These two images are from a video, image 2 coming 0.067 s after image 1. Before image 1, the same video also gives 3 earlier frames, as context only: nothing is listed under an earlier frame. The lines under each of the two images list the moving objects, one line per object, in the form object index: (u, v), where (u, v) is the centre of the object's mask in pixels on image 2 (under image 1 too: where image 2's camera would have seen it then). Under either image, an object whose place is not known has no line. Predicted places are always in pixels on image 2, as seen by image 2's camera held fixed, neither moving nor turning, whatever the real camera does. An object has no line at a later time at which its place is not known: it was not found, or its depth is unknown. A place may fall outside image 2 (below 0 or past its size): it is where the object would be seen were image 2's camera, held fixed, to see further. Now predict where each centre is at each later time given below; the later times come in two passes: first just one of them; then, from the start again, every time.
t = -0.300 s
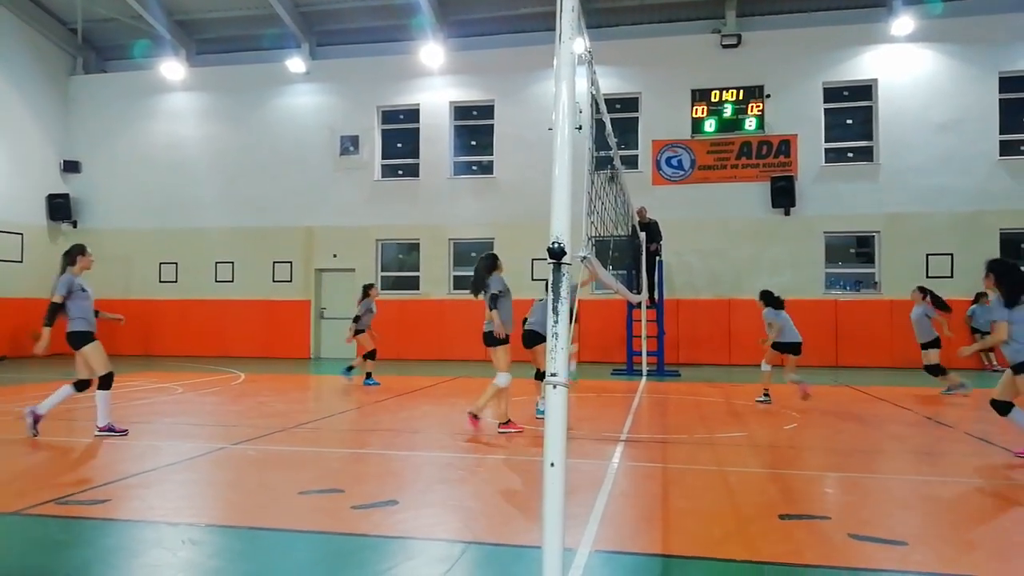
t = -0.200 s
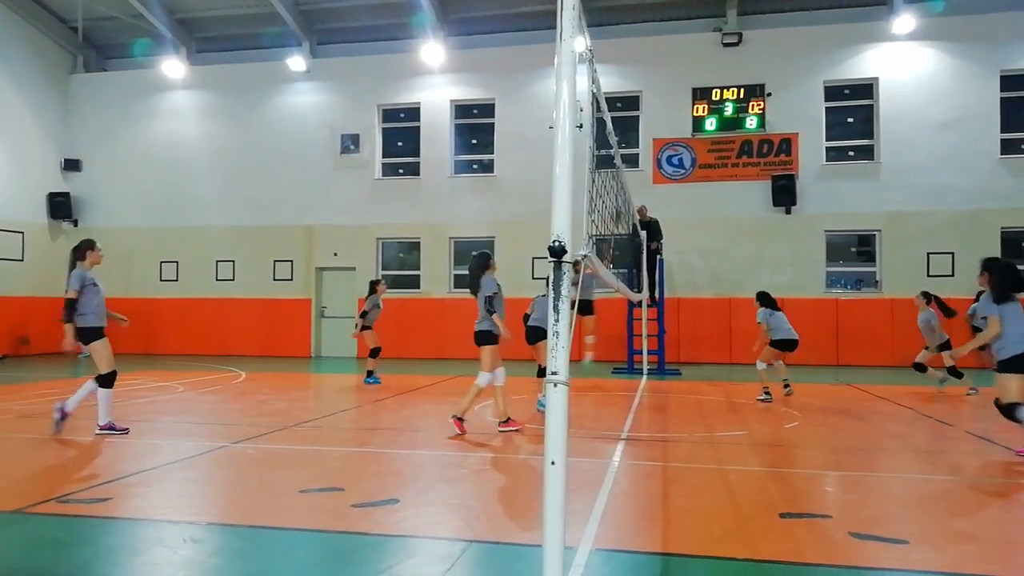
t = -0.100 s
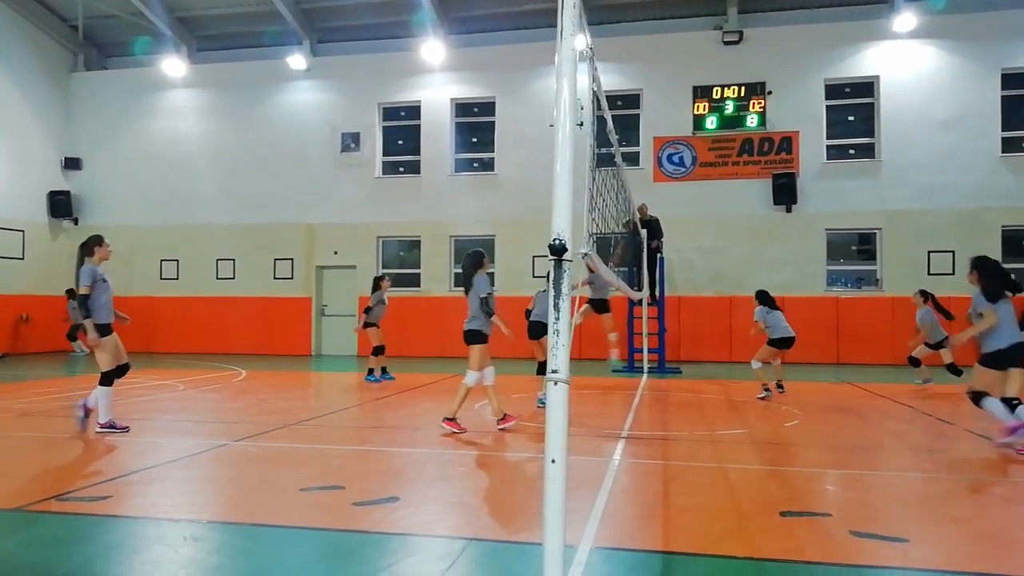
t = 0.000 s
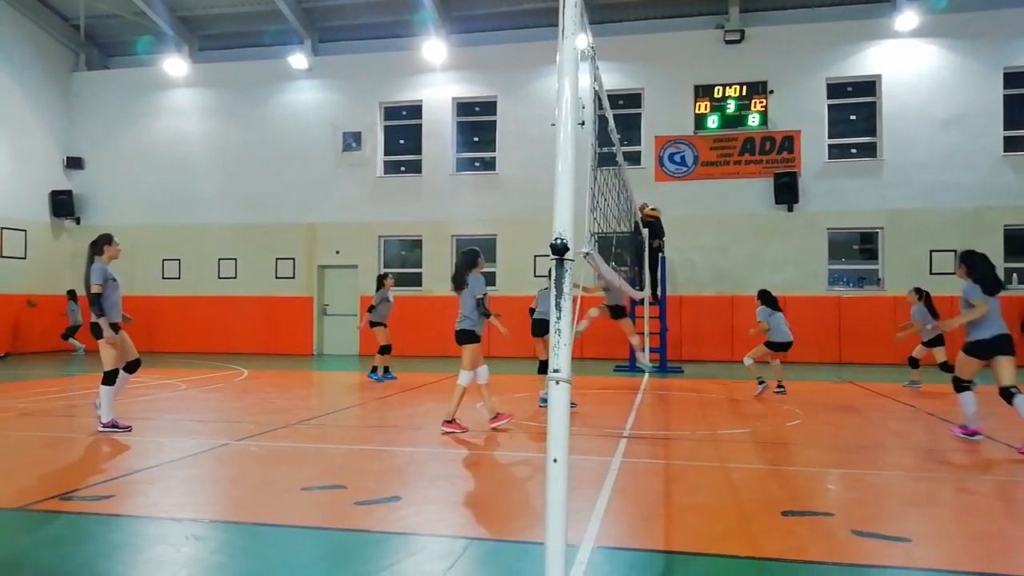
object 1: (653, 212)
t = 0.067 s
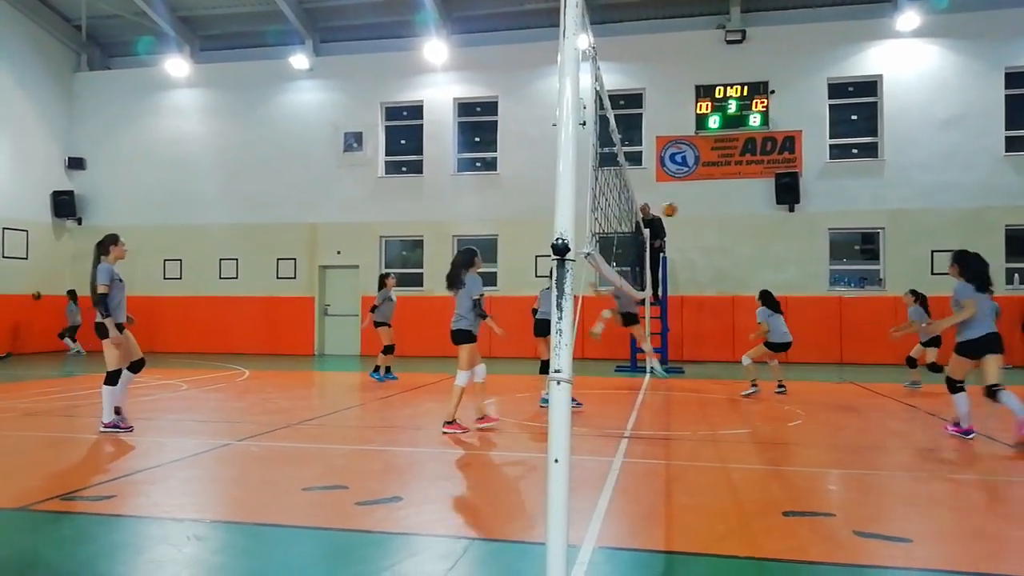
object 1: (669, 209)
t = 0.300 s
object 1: (728, 219)
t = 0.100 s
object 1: (677, 208)
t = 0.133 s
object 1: (685, 208)
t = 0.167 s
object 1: (693, 208)
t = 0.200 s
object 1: (701, 210)
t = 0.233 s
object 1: (710, 212)
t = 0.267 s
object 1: (719, 215)
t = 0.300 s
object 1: (728, 219)
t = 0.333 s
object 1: (737, 223)
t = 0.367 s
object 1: (746, 230)
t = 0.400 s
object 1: (756, 237)
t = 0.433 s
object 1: (766, 245)
